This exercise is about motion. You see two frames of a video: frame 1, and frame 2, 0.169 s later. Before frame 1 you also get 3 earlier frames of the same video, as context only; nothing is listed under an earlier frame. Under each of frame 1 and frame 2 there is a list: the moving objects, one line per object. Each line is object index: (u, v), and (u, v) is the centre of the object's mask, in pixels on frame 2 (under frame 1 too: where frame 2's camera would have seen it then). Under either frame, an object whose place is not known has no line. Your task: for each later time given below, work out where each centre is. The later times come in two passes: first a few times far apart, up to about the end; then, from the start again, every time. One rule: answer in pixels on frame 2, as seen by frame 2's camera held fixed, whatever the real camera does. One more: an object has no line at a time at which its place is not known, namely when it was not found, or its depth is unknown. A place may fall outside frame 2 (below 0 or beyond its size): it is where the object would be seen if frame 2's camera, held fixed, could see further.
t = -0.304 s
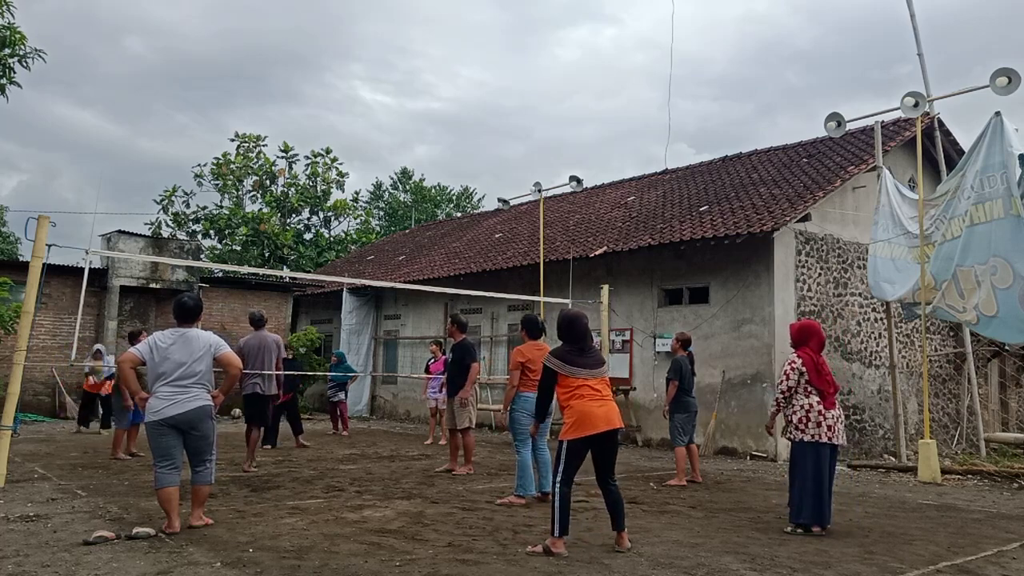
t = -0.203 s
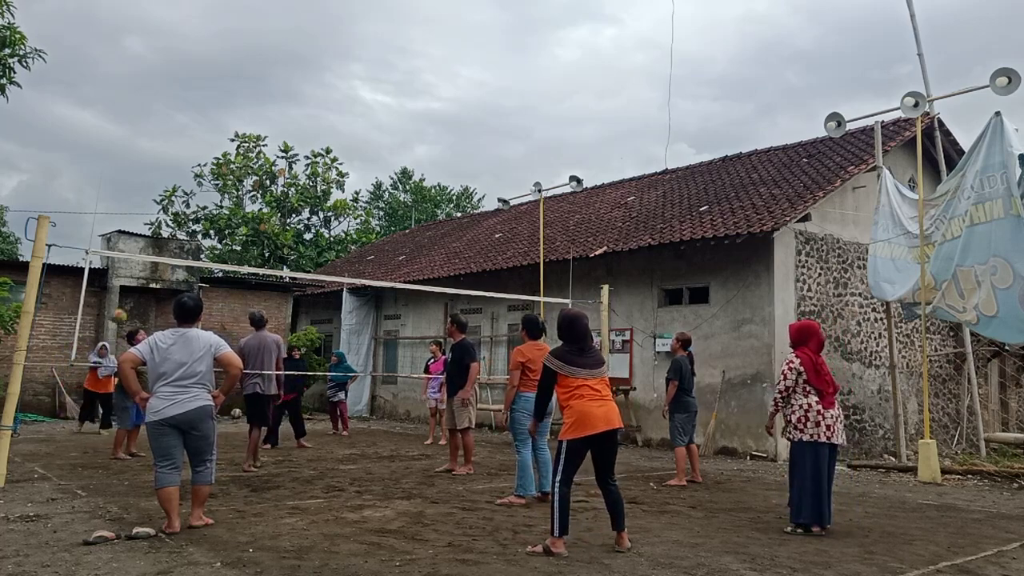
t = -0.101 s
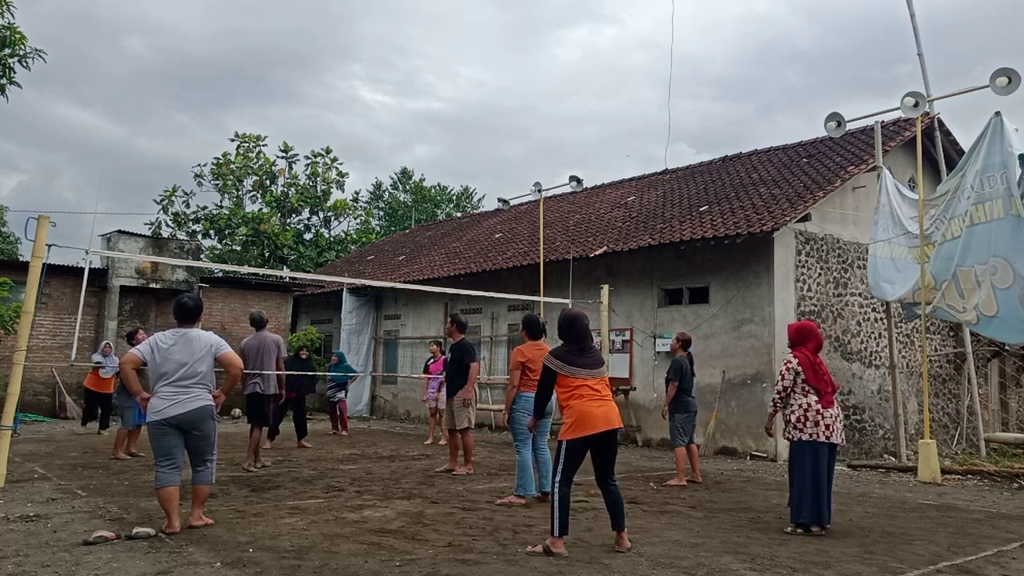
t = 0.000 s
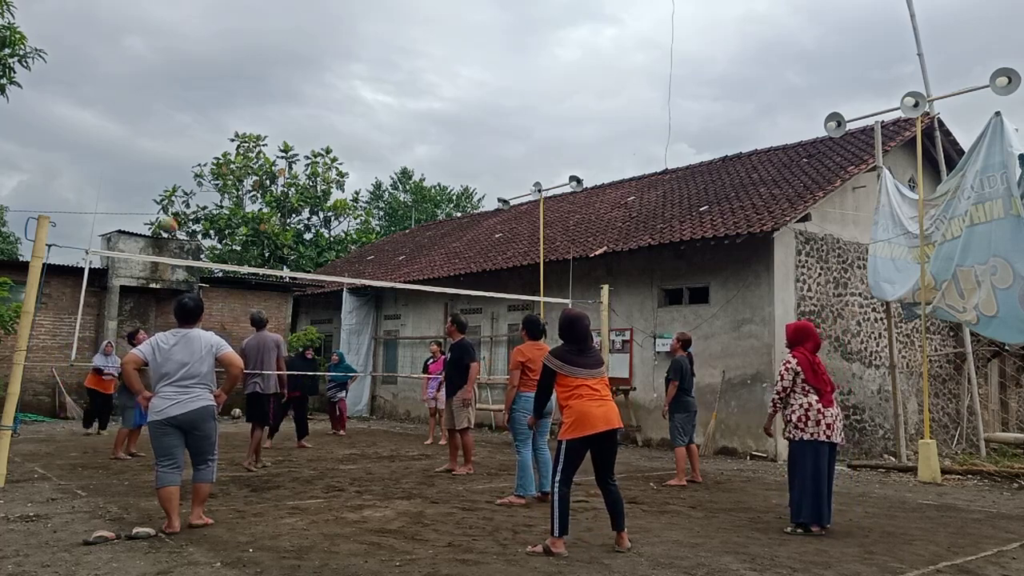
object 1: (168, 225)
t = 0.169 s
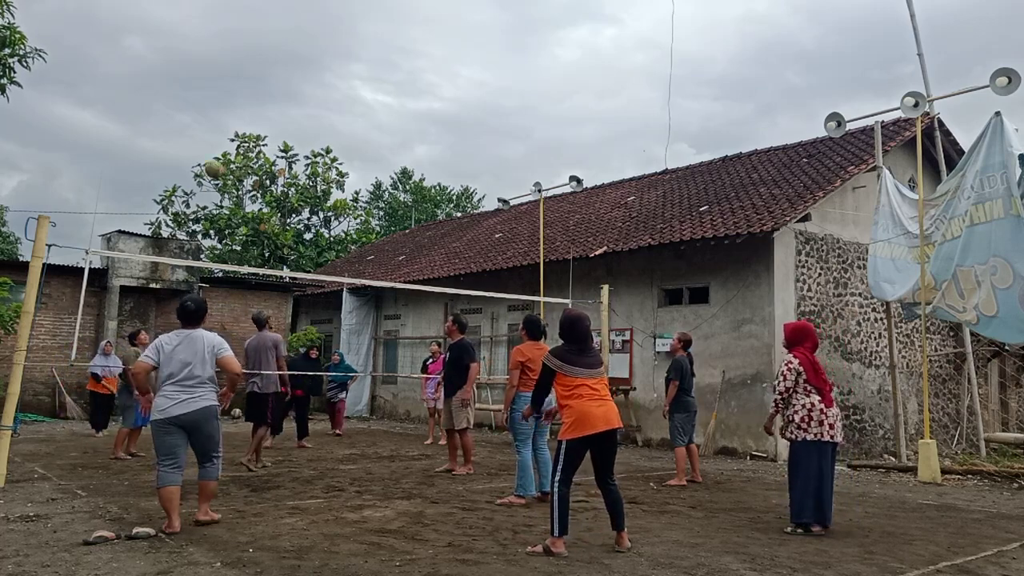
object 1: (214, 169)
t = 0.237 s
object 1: (231, 150)
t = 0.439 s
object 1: (290, 110)
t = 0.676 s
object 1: (373, 107)
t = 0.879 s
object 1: (457, 159)
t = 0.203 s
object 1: (222, 160)
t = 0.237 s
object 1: (231, 150)
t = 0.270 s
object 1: (240, 142)
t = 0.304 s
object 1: (249, 134)
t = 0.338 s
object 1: (260, 127)
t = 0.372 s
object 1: (270, 121)
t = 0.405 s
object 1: (280, 115)
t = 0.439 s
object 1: (290, 110)
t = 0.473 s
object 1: (301, 107)
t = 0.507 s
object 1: (312, 104)
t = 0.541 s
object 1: (324, 102)
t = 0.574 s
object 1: (336, 102)
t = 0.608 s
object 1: (348, 102)
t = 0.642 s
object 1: (361, 104)
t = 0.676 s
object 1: (373, 107)
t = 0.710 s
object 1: (387, 112)
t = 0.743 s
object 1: (400, 118)
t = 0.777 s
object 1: (414, 126)
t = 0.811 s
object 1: (428, 135)
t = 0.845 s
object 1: (443, 147)
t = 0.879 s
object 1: (457, 159)
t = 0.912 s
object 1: (471, 174)
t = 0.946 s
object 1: (486, 190)
